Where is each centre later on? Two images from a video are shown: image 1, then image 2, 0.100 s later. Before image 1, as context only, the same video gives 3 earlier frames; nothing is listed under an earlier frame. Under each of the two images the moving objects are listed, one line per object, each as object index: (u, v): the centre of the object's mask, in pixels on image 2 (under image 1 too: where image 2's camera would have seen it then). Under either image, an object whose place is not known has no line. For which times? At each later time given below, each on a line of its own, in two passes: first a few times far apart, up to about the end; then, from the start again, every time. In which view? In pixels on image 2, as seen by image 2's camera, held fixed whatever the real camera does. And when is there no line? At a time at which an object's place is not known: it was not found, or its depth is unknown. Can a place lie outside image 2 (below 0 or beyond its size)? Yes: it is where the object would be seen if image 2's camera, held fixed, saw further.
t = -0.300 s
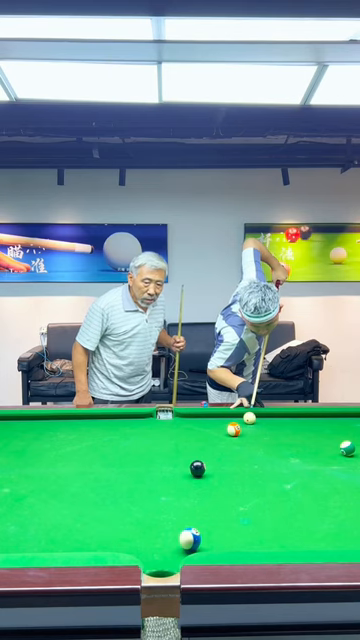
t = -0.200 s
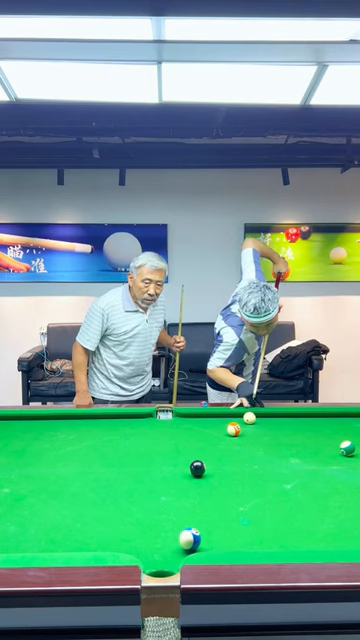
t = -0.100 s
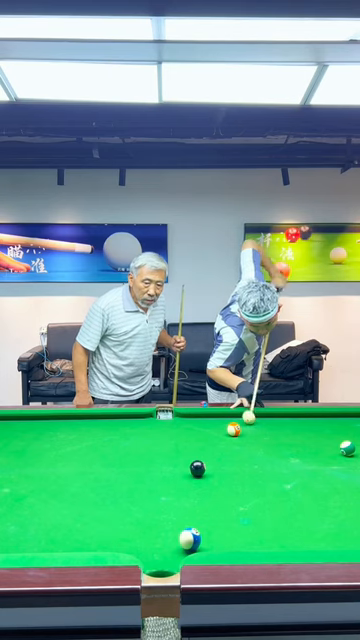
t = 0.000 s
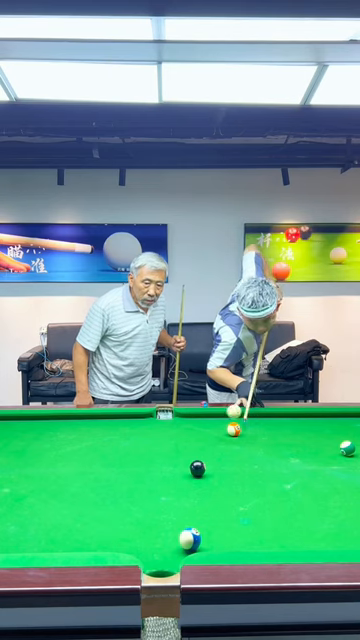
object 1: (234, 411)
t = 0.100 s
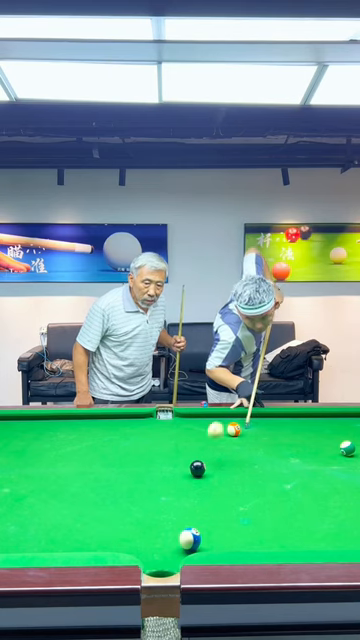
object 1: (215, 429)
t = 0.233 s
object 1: (203, 454)
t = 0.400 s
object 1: (194, 475)
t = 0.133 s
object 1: (208, 443)
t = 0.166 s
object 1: (206, 446)
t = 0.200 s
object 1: (205, 450)
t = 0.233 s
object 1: (203, 454)
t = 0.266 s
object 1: (201, 458)
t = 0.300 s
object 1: (200, 462)
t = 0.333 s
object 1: (199, 466)
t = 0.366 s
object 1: (195, 471)
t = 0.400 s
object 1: (194, 475)
